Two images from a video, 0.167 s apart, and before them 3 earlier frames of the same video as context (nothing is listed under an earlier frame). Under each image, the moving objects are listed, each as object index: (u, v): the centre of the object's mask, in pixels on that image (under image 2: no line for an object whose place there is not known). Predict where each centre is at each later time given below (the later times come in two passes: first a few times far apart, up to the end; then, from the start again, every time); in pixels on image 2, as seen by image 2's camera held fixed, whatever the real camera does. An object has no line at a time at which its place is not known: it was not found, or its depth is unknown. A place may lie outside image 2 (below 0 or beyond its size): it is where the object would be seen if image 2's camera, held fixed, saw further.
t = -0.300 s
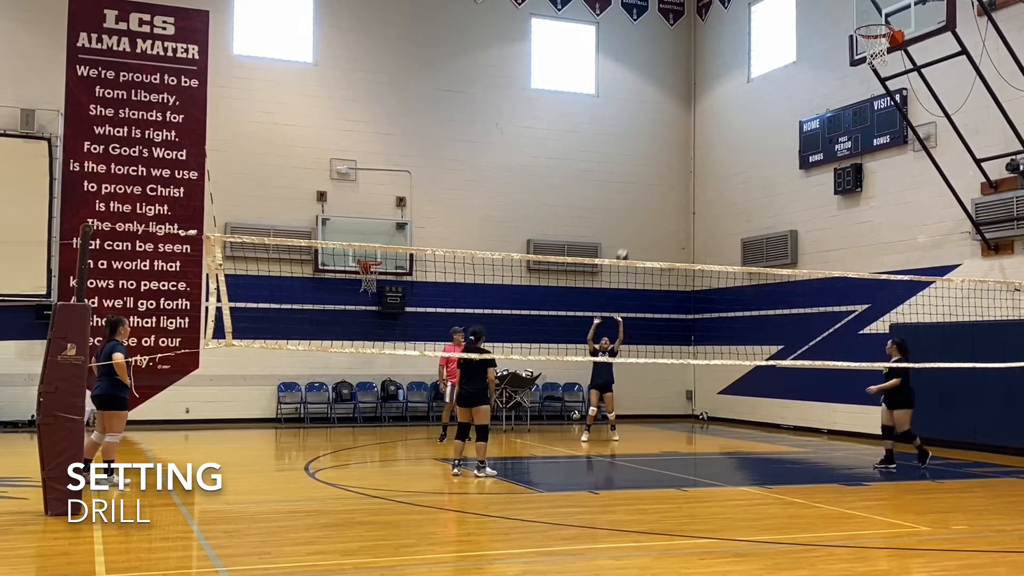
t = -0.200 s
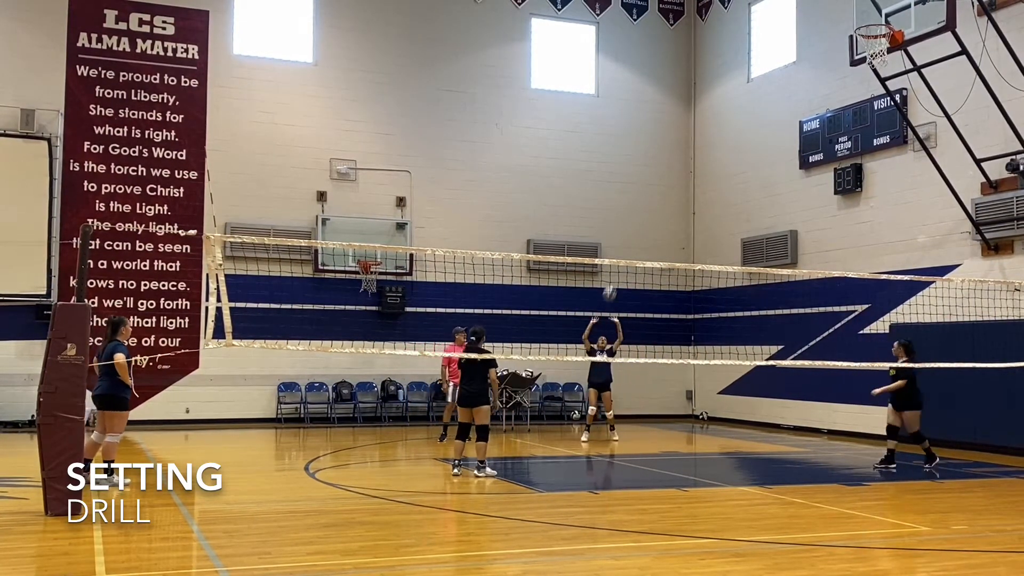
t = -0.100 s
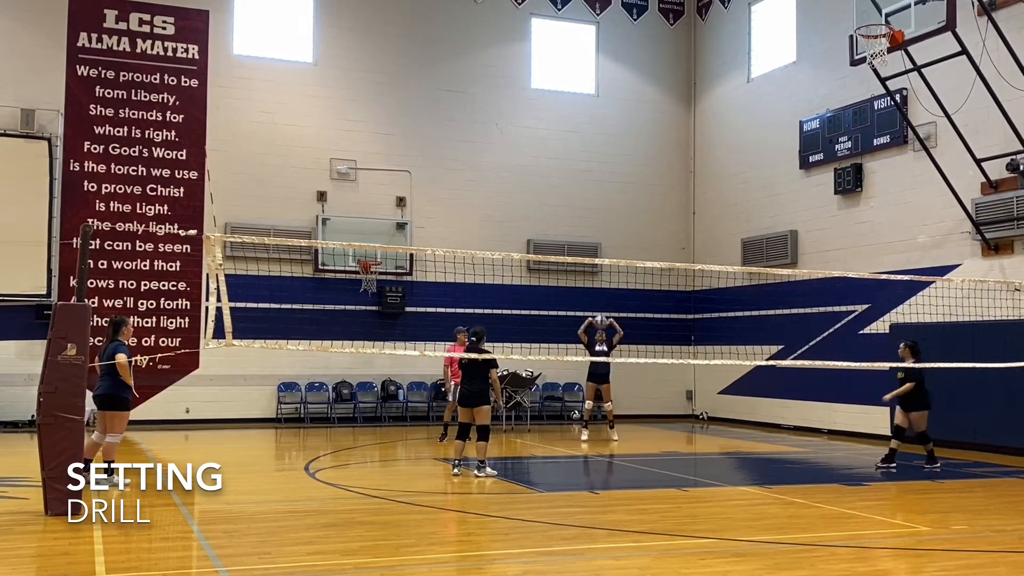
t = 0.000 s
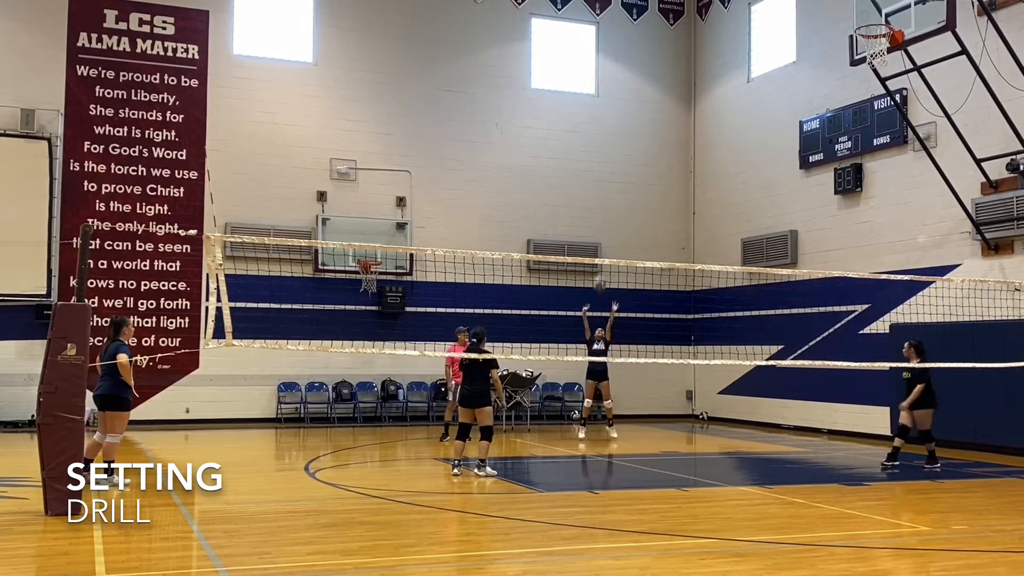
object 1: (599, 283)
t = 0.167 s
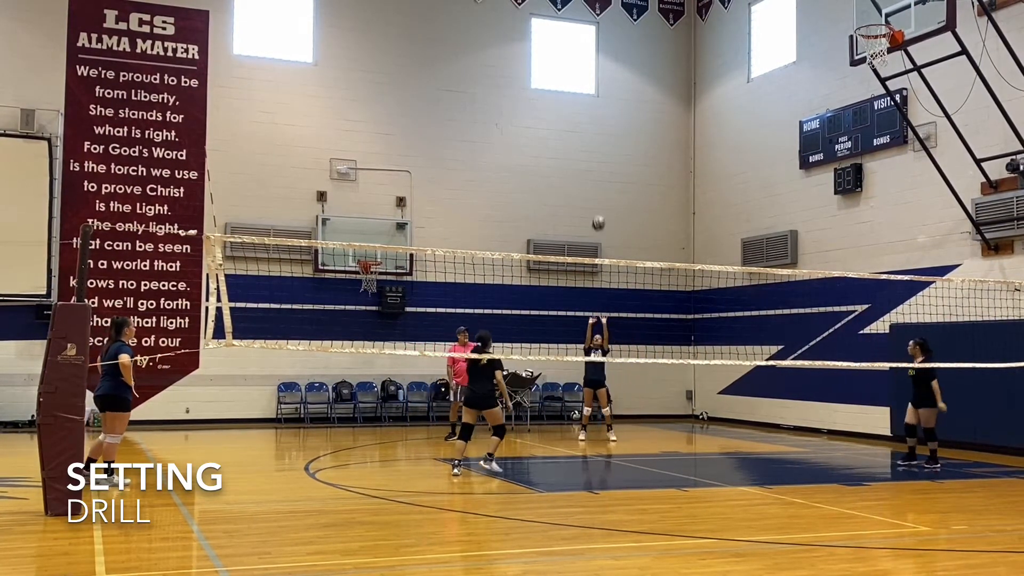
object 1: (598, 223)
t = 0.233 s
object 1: (598, 204)
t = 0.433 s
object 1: (597, 163)
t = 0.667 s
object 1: (596, 149)
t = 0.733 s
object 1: (595, 151)
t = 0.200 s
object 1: (598, 213)
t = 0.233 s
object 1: (598, 204)
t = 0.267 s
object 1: (598, 196)
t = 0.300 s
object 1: (598, 188)
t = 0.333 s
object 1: (597, 181)
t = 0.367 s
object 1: (597, 175)
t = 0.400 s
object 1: (597, 168)
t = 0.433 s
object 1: (597, 163)
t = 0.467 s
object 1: (597, 159)
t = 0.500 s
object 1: (597, 156)
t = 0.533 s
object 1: (597, 153)
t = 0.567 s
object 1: (596, 151)
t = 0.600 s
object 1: (596, 149)
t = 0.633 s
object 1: (596, 148)
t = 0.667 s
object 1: (596, 149)
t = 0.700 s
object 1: (595, 149)
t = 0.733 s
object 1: (595, 151)
